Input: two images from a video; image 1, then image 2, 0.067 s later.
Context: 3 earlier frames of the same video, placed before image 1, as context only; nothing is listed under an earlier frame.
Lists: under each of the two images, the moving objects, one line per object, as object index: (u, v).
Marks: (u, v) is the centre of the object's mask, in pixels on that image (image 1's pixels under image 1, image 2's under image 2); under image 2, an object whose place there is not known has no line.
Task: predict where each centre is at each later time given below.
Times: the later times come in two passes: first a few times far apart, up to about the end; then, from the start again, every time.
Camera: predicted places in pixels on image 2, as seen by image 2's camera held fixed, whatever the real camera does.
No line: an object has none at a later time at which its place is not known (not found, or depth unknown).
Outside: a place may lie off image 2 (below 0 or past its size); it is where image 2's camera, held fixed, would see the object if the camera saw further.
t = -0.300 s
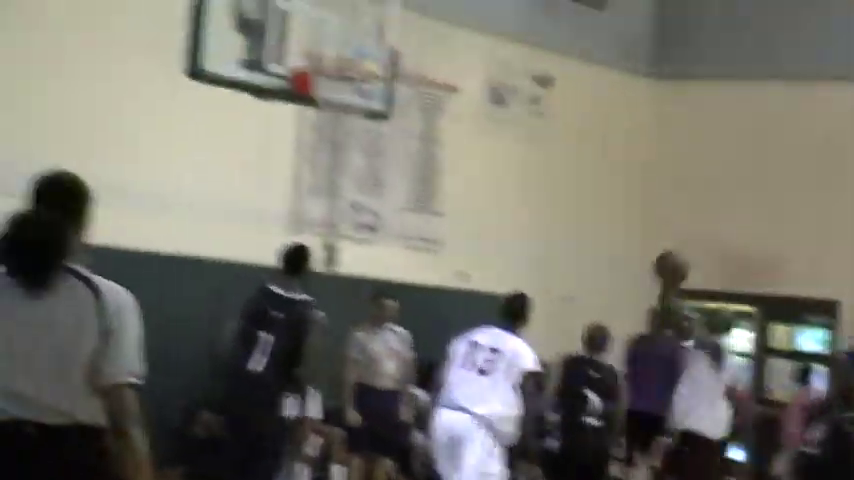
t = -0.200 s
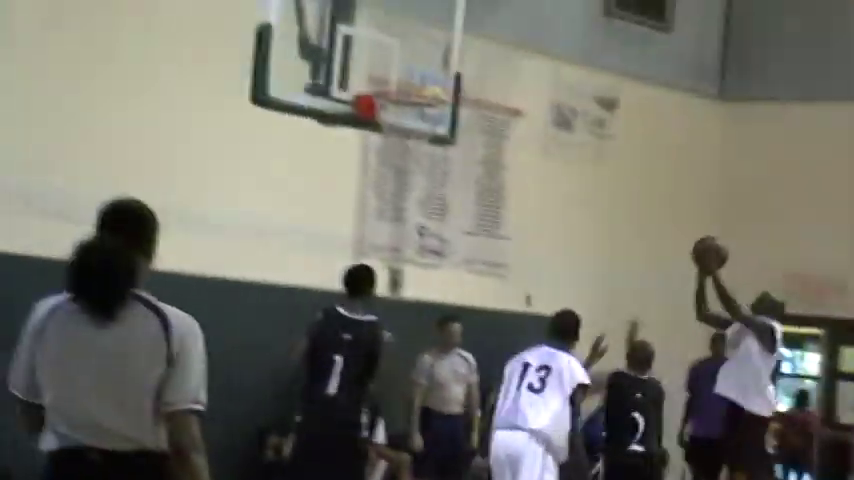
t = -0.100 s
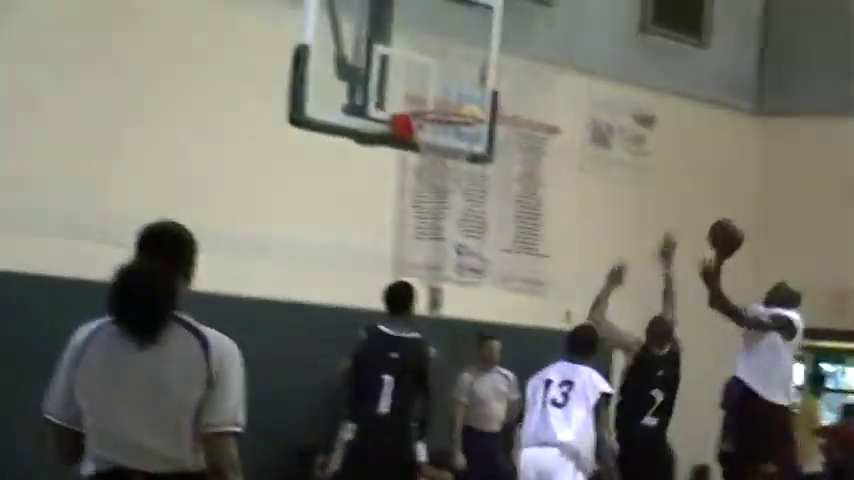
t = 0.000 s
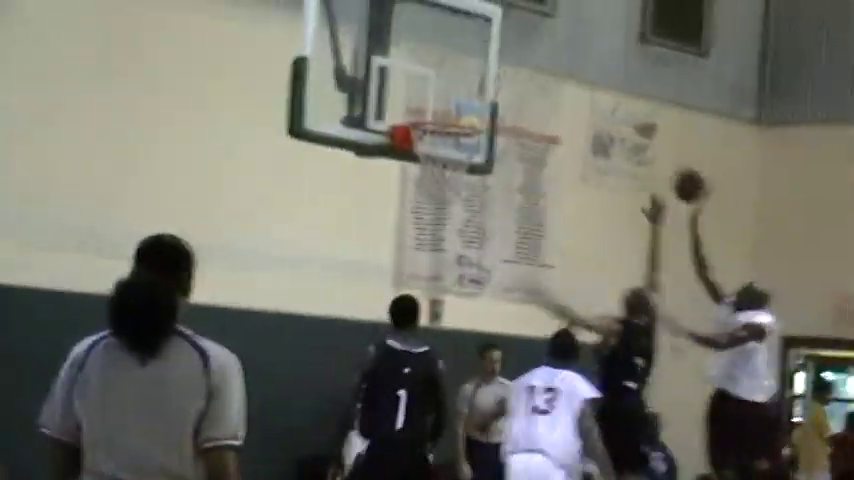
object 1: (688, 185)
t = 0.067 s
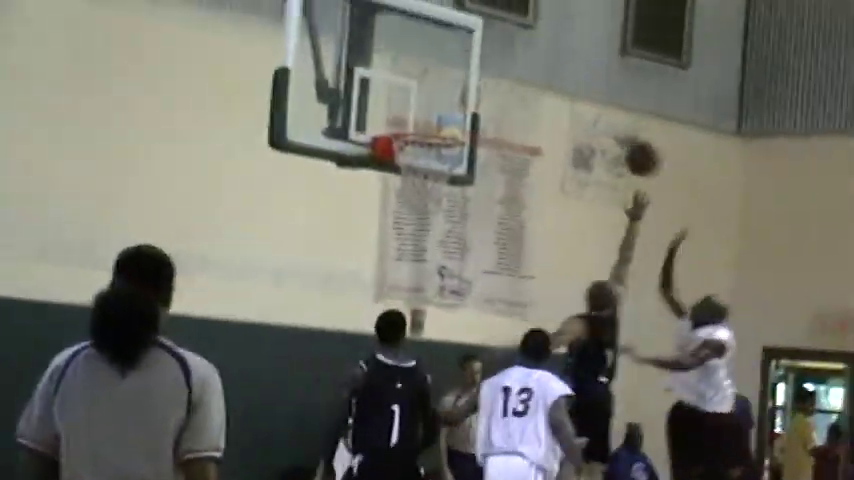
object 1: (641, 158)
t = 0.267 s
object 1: (552, 82)
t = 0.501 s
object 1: (441, 68)
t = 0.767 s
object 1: (429, 142)
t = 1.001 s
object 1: (429, 204)
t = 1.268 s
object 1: (419, 314)
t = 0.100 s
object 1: (627, 142)
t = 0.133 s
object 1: (612, 127)
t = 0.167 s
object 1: (598, 113)
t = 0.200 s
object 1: (582, 101)
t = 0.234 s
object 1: (567, 91)
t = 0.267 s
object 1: (552, 82)
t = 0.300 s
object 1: (537, 75)
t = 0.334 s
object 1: (521, 70)
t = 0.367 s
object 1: (506, 66)
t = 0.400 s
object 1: (491, 64)
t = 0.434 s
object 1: (474, 63)
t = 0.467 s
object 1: (458, 65)
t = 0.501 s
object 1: (441, 68)
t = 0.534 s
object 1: (435, 71)
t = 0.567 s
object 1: (435, 76)
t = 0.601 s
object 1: (434, 83)
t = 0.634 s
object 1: (434, 91)
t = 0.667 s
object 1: (433, 101)
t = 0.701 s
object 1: (432, 113)
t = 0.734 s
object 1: (432, 122)
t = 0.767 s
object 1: (429, 142)
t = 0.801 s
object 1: (429, 158)
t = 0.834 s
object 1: (428, 167)
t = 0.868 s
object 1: (429, 173)
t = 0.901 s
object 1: (428, 177)
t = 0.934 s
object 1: (429, 182)
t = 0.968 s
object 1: (430, 200)
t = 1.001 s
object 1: (429, 204)
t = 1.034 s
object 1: (428, 206)
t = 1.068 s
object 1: (427, 216)
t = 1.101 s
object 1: (426, 227)
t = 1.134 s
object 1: (425, 241)
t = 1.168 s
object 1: (424, 257)
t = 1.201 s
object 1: (423, 274)
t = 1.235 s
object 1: (422, 293)
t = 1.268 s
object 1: (419, 314)
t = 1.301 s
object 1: (418, 335)
